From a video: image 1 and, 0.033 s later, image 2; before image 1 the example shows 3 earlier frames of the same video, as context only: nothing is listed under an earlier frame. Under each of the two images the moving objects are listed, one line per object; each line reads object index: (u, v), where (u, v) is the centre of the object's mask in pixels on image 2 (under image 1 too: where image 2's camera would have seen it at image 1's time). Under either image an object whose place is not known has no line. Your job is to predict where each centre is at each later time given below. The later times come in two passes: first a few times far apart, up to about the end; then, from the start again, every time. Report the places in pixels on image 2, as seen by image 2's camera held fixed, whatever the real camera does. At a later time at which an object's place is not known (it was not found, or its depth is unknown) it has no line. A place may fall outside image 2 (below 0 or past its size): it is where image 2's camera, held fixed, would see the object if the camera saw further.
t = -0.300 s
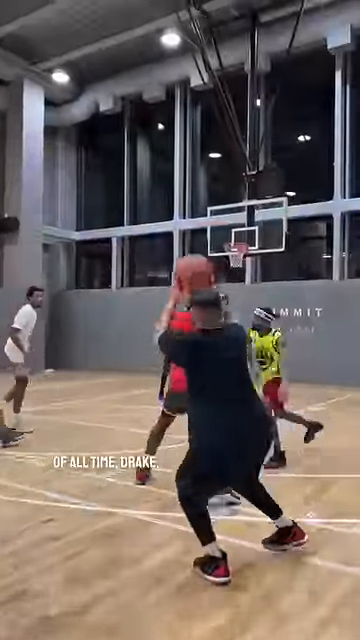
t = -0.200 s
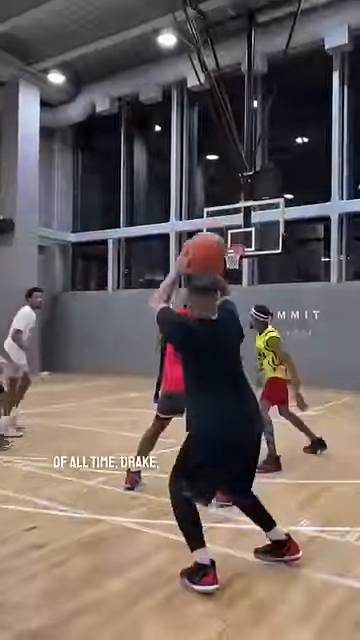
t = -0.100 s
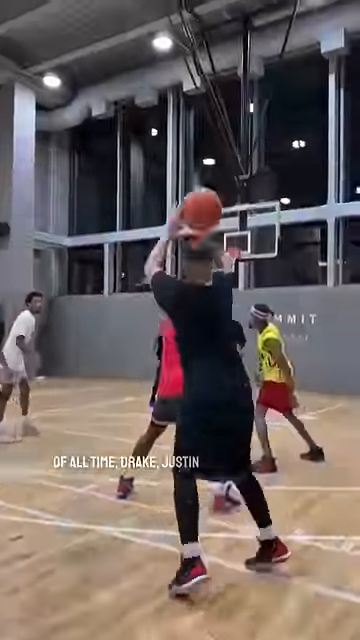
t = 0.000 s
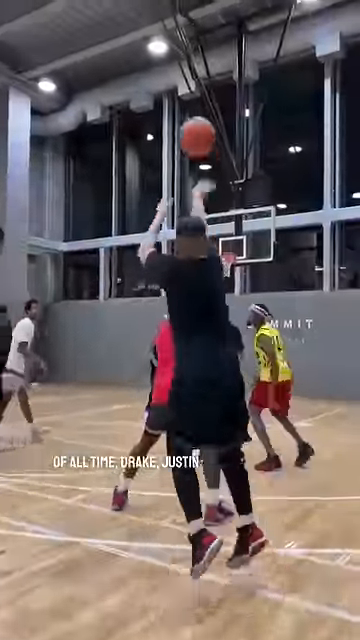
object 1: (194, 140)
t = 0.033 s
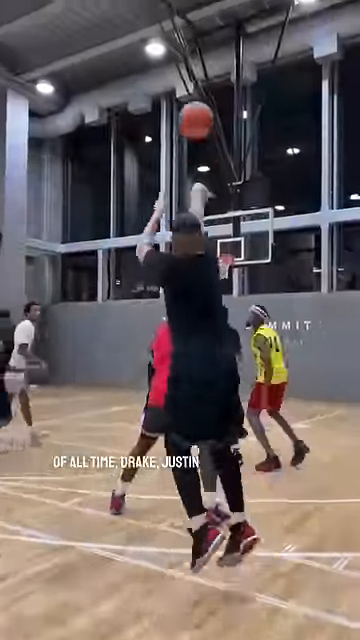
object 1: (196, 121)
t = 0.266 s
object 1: (205, 66)
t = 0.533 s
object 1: (207, 82)
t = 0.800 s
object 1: (212, 137)
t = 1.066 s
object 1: (216, 213)
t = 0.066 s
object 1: (198, 106)
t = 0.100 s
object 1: (198, 94)
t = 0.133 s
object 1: (199, 84)
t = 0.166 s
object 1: (201, 75)
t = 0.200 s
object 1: (202, 71)
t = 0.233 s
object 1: (204, 68)
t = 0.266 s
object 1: (205, 66)
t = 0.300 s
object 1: (204, 66)
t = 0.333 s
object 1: (204, 67)
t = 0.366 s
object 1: (205, 67)
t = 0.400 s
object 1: (206, 68)
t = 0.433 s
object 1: (207, 71)
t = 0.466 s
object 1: (208, 74)
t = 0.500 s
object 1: (207, 77)
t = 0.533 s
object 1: (207, 82)
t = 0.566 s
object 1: (208, 87)
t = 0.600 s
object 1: (209, 93)
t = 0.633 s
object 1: (210, 99)
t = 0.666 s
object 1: (210, 106)
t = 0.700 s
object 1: (211, 114)
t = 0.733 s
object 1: (212, 121)
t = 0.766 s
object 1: (212, 130)
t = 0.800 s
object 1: (212, 137)
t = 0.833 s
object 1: (213, 146)
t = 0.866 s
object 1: (213, 155)
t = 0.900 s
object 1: (214, 164)
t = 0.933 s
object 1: (213, 173)
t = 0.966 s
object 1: (214, 182)
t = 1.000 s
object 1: (215, 192)
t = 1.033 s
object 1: (215, 202)
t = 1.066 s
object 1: (216, 213)
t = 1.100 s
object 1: (216, 222)
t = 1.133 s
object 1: (215, 234)
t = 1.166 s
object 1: (215, 245)
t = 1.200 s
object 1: (215, 247)
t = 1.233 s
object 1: (216, 242)
